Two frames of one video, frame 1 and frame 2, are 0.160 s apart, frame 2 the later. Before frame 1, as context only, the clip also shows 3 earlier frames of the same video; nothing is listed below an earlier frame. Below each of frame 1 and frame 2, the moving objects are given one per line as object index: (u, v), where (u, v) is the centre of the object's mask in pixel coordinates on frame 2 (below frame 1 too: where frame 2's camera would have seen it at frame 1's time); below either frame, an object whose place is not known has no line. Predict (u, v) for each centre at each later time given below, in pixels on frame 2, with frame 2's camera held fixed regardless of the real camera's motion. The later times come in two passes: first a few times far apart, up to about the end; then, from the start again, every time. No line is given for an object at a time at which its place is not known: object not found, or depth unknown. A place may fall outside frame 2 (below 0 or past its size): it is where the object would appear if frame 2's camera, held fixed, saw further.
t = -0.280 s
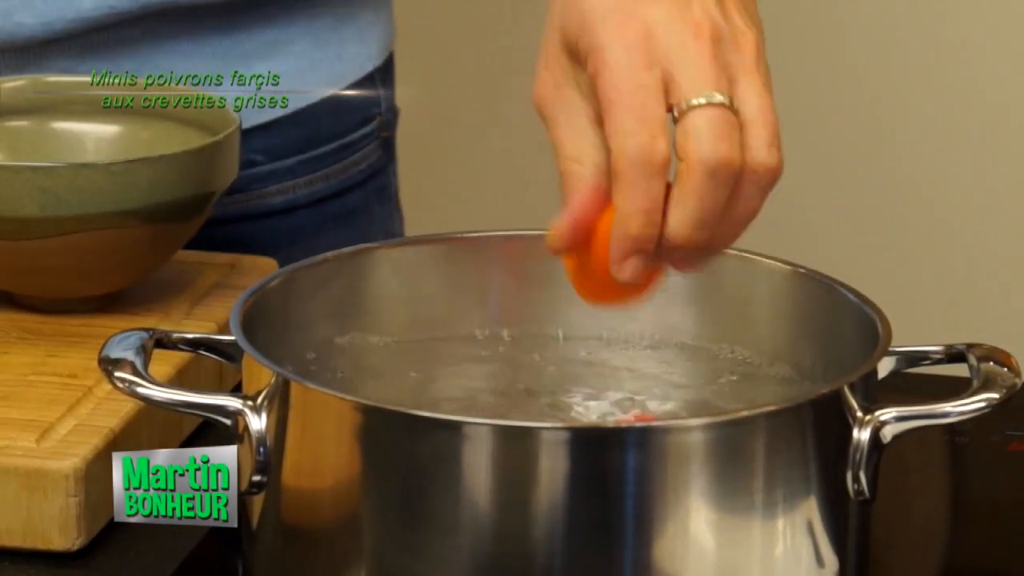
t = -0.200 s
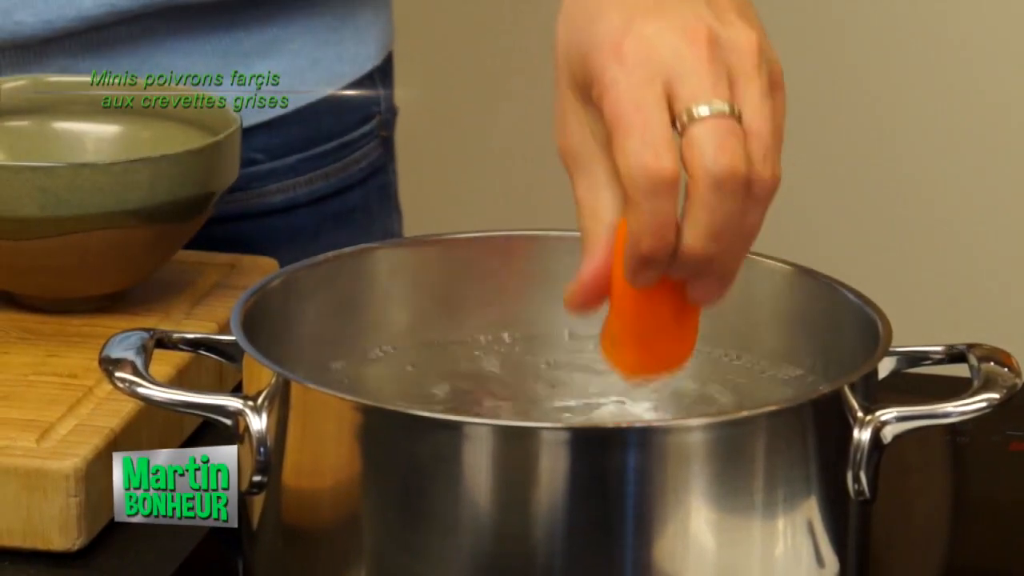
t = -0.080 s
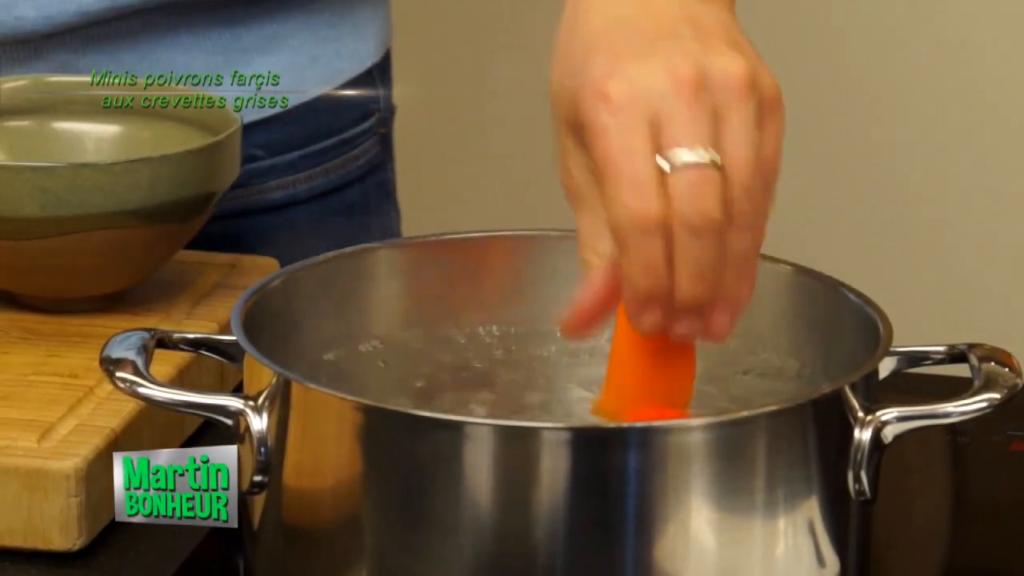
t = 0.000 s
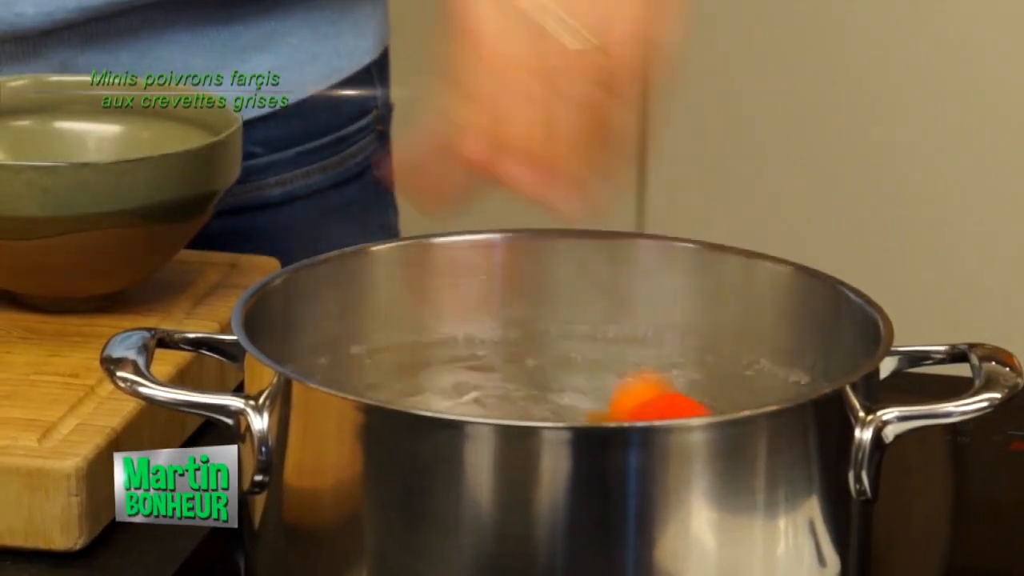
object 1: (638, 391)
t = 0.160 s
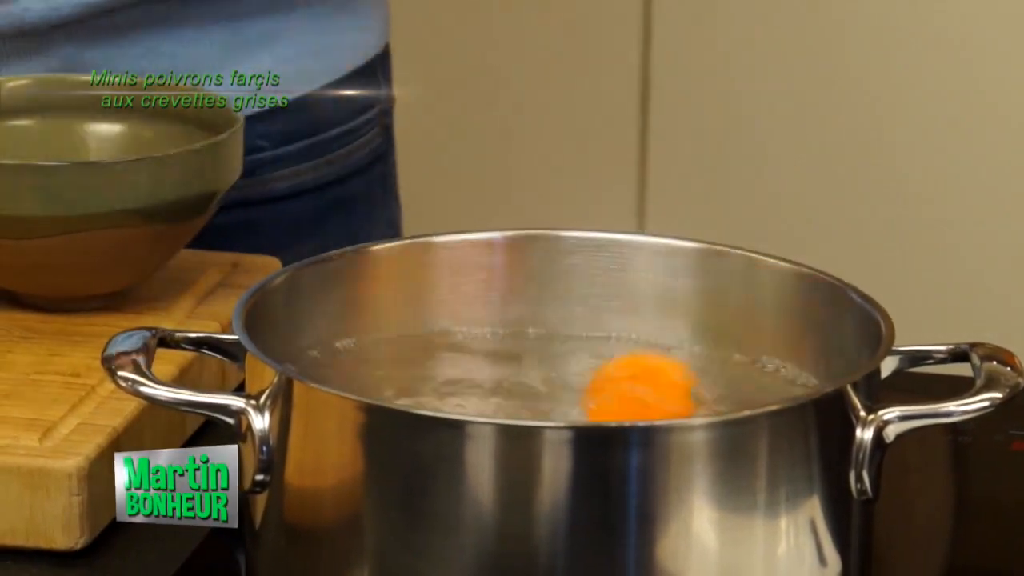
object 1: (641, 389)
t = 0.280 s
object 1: (652, 355)
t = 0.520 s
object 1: (628, 387)
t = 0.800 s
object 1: (615, 385)
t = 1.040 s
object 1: (605, 365)
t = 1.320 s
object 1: (595, 368)
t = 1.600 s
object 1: (598, 363)
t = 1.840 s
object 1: (606, 362)
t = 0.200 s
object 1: (644, 377)
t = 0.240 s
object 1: (651, 361)
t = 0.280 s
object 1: (652, 355)
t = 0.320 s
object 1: (645, 358)
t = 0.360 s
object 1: (640, 370)
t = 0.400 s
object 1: (636, 381)
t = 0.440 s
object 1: (631, 388)
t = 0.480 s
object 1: (631, 390)
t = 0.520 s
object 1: (628, 387)
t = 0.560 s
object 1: (625, 381)
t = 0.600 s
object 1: (622, 377)
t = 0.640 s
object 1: (619, 374)
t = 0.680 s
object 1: (618, 376)
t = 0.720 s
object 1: (615, 380)
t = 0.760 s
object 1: (611, 385)
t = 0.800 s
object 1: (615, 385)
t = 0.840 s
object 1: (613, 385)
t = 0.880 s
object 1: (611, 381)
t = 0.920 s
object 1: (609, 375)
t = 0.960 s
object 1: (608, 369)
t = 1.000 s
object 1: (606, 366)
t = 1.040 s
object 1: (605, 365)
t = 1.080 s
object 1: (601, 364)
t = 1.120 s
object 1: (599, 363)
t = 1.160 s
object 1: (598, 365)
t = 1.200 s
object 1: (596, 365)
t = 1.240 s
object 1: (595, 367)
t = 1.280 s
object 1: (593, 369)
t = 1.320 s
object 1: (595, 368)
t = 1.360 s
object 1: (593, 367)
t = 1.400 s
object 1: (593, 364)
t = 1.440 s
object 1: (594, 359)
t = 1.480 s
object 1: (596, 358)
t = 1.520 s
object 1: (597, 358)
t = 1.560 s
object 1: (598, 360)
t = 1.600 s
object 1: (598, 363)
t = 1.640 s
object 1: (601, 366)
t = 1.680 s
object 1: (602, 367)
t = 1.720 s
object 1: (601, 367)
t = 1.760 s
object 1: (602, 364)
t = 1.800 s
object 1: (603, 362)
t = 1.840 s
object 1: (606, 362)
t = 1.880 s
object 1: (612, 363)
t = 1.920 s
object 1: (617, 363)
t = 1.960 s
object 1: (621, 362)
